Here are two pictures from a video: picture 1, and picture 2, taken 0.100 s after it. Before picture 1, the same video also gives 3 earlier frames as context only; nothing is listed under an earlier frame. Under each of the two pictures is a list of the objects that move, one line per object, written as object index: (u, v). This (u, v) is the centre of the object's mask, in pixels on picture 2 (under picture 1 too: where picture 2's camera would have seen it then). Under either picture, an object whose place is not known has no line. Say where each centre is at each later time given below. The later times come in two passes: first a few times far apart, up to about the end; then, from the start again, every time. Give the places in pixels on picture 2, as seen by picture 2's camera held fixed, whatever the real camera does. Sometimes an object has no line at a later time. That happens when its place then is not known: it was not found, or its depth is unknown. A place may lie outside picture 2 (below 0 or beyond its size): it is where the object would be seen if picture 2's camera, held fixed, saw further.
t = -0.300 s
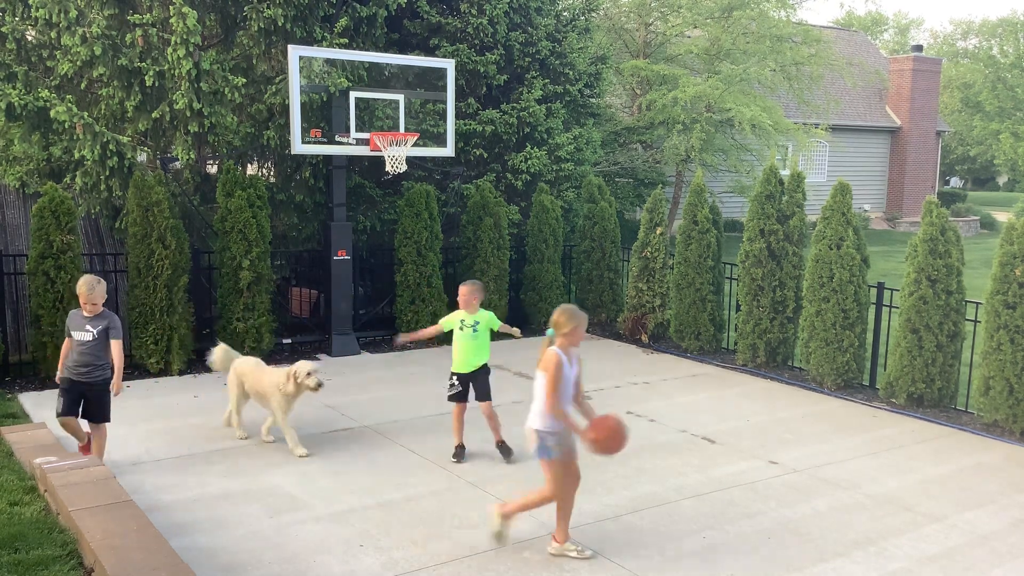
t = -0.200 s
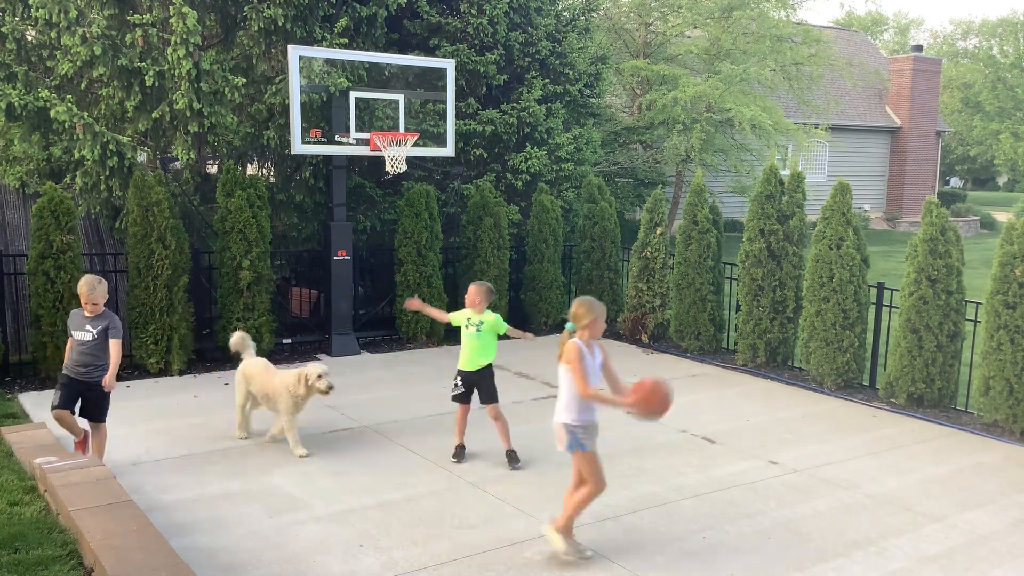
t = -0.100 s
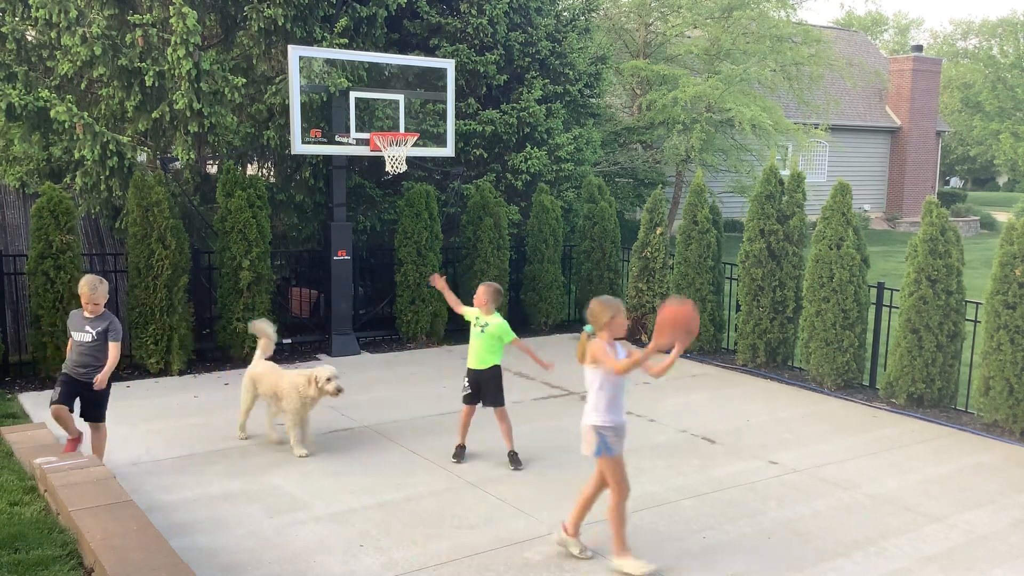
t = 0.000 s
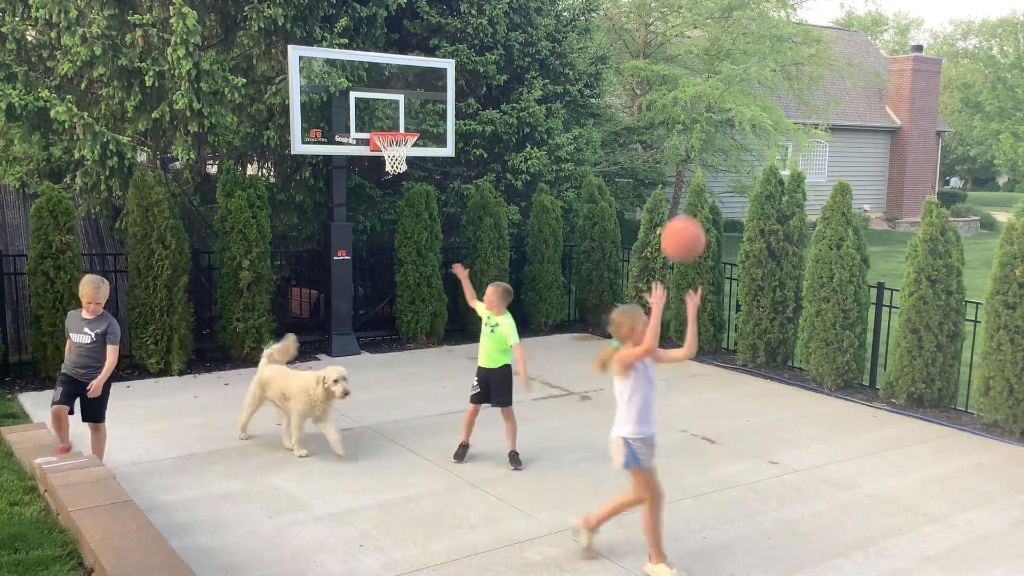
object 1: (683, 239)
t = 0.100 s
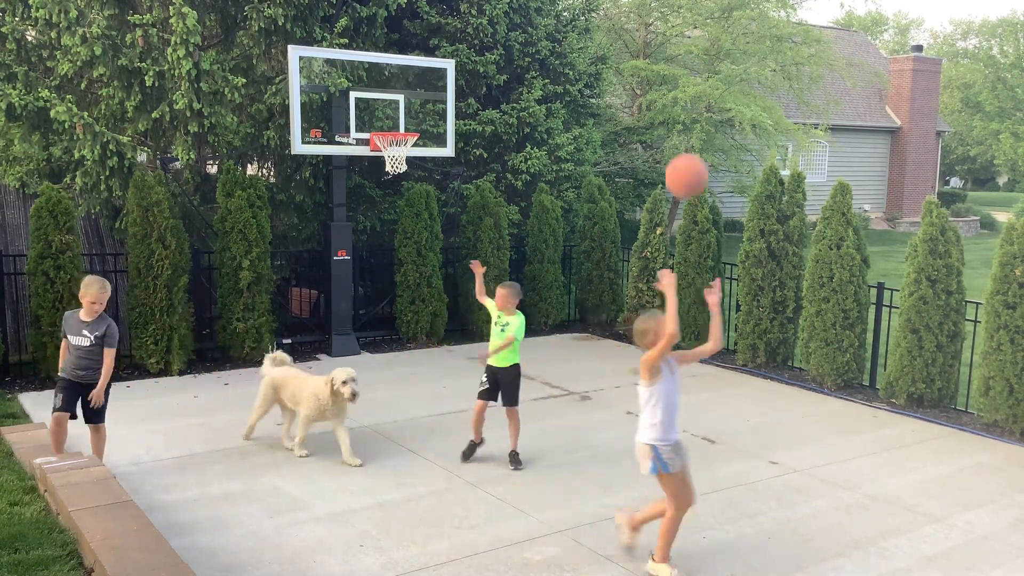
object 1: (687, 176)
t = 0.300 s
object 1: (692, 107)
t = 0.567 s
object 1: (693, 129)
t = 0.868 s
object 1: (687, 292)
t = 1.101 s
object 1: (678, 492)
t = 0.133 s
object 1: (688, 159)
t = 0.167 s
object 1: (689, 144)
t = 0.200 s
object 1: (690, 132)
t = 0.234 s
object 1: (691, 121)
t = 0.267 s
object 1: (692, 113)
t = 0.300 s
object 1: (692, 107)
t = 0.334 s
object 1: (693, 103)
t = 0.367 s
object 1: (694, 102)
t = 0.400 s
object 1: (694, 102)
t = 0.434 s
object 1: (694, 102)
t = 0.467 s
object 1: (694, 106)
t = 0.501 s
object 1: (694, 112)
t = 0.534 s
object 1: (693, 119)
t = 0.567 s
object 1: (693, 129)
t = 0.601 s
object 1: (693, 141)
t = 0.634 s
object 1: (693, 154)
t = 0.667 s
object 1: (692, 168)
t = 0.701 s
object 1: (692, 186)
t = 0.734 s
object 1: (690, 205)
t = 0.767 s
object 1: (689, 225)
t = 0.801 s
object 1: (689, 245)
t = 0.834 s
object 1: (688, 268)
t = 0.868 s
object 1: (687, 292)
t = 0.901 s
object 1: (685, 317)
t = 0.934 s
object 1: (684, 341)
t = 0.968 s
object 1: (683, 370)
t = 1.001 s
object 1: (682, 400)
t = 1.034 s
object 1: (681, 431)
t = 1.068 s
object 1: (679, 461)
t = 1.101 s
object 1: (678, 492)
